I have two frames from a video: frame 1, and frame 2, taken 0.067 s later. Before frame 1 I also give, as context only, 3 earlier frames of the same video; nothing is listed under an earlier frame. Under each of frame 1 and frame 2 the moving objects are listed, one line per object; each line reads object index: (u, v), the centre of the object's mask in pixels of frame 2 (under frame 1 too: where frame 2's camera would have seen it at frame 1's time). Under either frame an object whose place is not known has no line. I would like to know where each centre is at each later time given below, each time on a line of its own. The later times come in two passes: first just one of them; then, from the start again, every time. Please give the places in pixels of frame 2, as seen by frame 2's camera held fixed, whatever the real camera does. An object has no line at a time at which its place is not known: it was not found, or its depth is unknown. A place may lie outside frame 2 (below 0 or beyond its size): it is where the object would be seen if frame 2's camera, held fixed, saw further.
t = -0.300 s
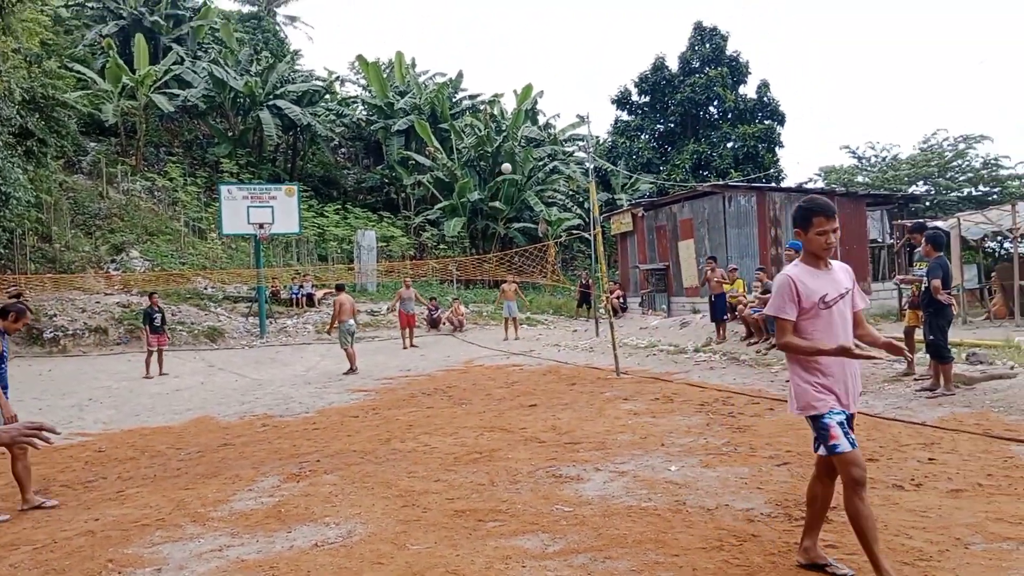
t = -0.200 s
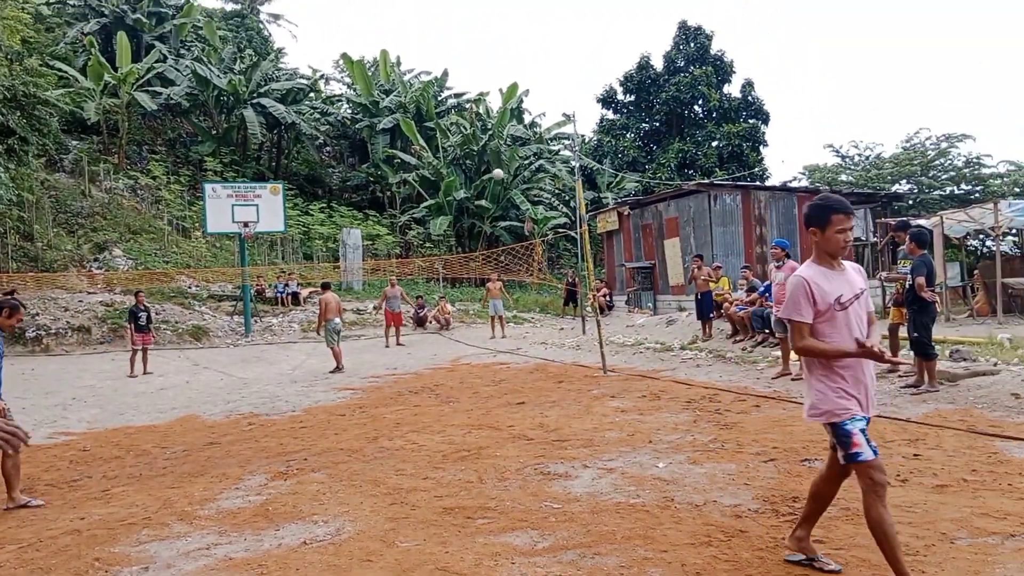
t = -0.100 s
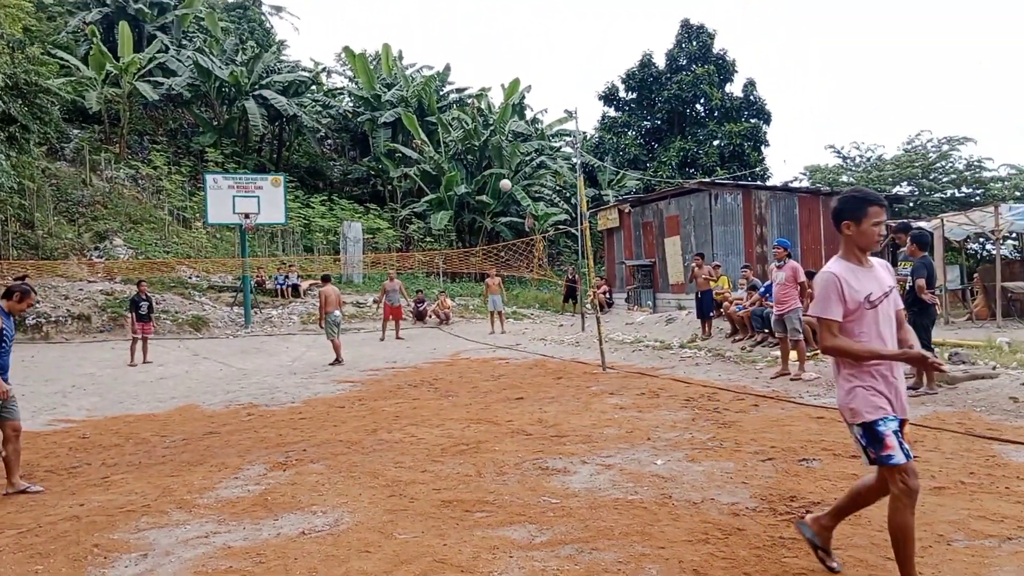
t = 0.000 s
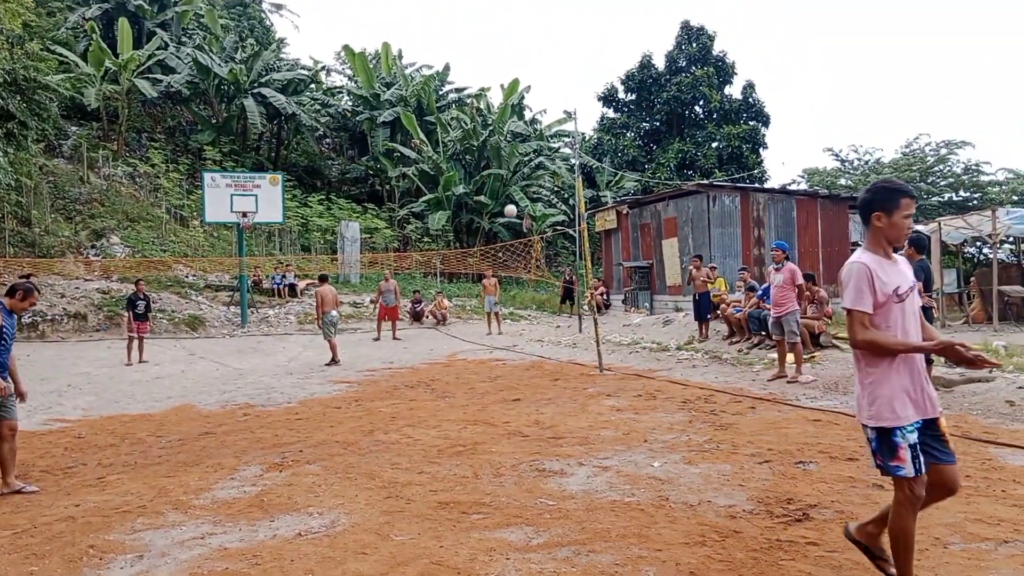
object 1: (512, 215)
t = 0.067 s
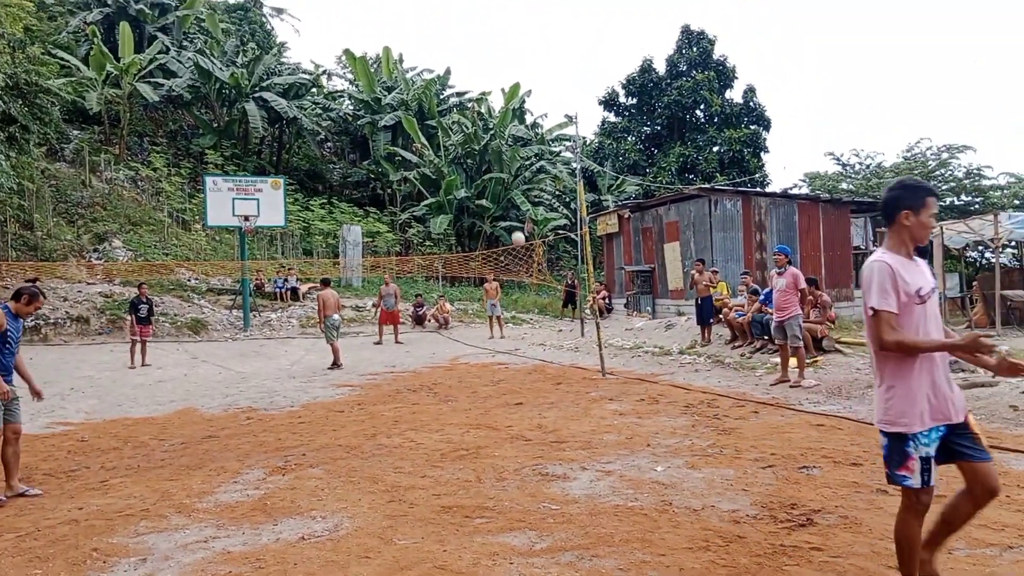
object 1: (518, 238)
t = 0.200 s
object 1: (532, 304)
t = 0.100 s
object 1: (521, 252)
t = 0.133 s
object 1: (525, 268)
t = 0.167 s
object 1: (528, 285)
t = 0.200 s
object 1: (532, 304)
